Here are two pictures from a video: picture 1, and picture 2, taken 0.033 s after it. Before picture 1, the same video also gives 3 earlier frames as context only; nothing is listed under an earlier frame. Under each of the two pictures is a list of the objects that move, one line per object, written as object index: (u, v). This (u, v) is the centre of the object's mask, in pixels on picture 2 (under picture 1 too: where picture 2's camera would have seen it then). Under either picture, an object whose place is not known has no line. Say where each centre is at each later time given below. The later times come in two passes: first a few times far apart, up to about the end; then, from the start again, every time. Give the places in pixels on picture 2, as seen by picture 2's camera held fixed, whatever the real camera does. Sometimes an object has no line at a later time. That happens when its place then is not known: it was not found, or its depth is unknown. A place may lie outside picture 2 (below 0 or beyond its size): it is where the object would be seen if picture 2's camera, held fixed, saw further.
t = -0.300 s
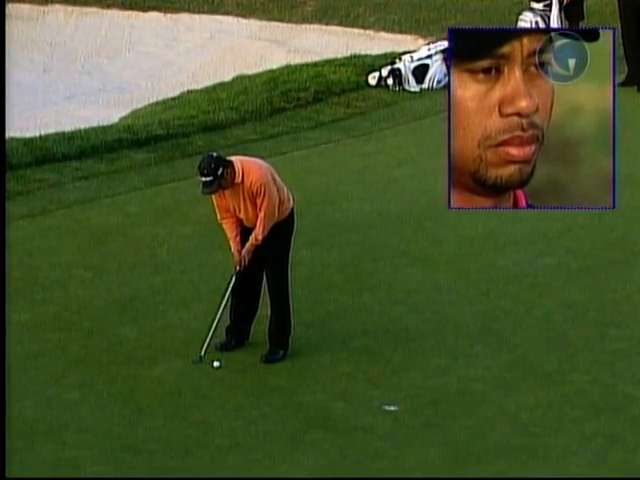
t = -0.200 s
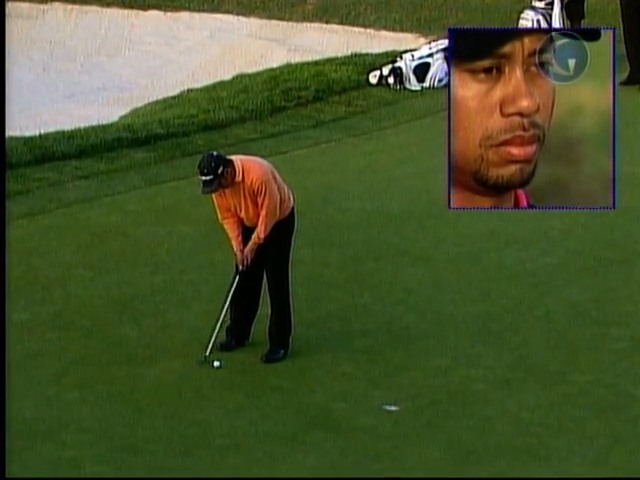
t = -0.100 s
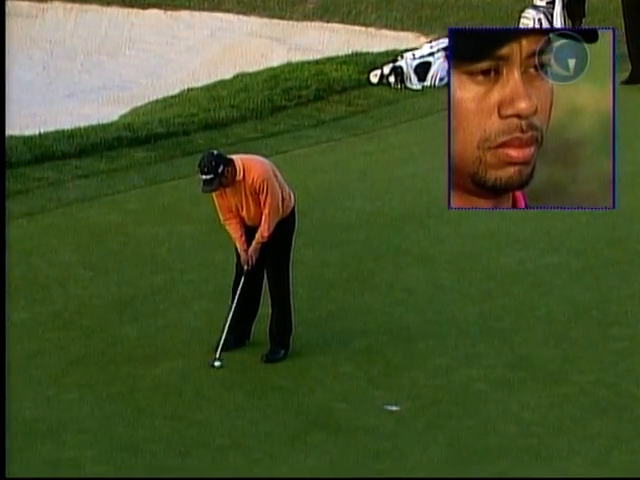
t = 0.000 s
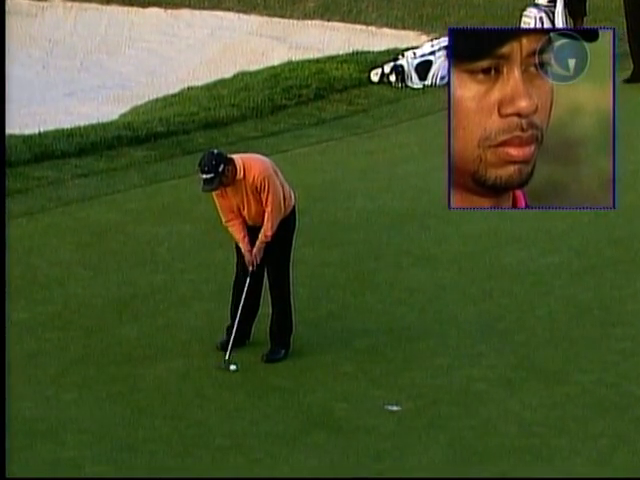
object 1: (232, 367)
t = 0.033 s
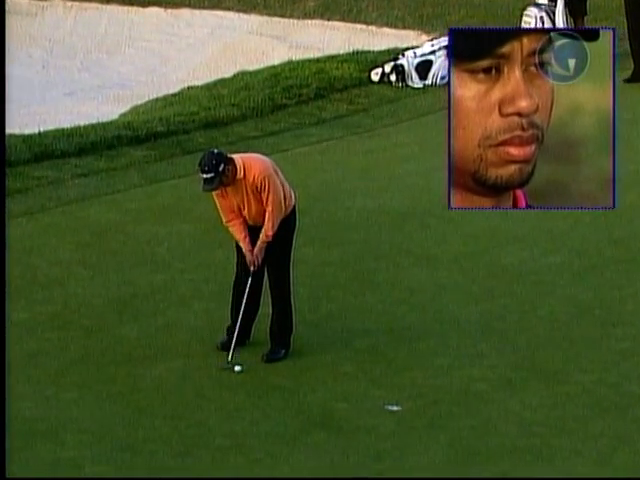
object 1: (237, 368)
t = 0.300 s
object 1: (274, 376)
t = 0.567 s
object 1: (310, 384)
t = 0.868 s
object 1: (349, 391)
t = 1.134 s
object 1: (382, 398)
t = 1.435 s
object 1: (406, 406)
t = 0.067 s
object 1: (242, 370)
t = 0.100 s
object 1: (246, 370)
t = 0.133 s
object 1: (251, 371)
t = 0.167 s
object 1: (255, 372)
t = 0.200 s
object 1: (260, 373)
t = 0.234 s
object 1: (265, 374)
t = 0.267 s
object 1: (269, 375)
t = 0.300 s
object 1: (274, 376)
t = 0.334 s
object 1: (279, 377)
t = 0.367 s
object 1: (283, 378)
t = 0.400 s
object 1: (287, 379)
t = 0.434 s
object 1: (292, 380)
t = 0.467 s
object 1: (297, 381)
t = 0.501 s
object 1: (301, 382)
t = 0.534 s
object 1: (305, 383)
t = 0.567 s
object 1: (310, 384)
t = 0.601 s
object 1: (314, 384)
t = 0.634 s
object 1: (319, 385)
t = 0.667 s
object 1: (323, 387)
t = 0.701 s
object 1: (328, 387)
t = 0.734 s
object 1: (332, 389)
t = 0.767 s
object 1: (336, 389)
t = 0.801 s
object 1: (340, 390)
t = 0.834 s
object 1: (345, 391)
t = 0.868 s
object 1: (349, 391)
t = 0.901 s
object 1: (353, 392)
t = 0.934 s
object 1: (358, 393)
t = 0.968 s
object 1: (362, 394)
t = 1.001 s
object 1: (366, 395)
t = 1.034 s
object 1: (370, 396)
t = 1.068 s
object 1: (374, 396)
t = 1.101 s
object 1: (378, 397)
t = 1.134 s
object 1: (382, 398)
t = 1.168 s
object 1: (386, 398)
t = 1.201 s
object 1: (389, 399)
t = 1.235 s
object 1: (393, 400)
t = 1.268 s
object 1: (396, 401)
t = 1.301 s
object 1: (399, 402)
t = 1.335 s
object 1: (401, 403)
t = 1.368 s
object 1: (403, 404)
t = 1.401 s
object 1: (404, 405)
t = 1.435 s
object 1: (406, 406)
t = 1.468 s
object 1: (408, 407)
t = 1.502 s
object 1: (410, 408)
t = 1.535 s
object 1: (412, 409)
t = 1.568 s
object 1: (414, 410)
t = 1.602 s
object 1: (416, 410)
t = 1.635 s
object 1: (418, 411)
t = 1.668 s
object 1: (420, 412)
